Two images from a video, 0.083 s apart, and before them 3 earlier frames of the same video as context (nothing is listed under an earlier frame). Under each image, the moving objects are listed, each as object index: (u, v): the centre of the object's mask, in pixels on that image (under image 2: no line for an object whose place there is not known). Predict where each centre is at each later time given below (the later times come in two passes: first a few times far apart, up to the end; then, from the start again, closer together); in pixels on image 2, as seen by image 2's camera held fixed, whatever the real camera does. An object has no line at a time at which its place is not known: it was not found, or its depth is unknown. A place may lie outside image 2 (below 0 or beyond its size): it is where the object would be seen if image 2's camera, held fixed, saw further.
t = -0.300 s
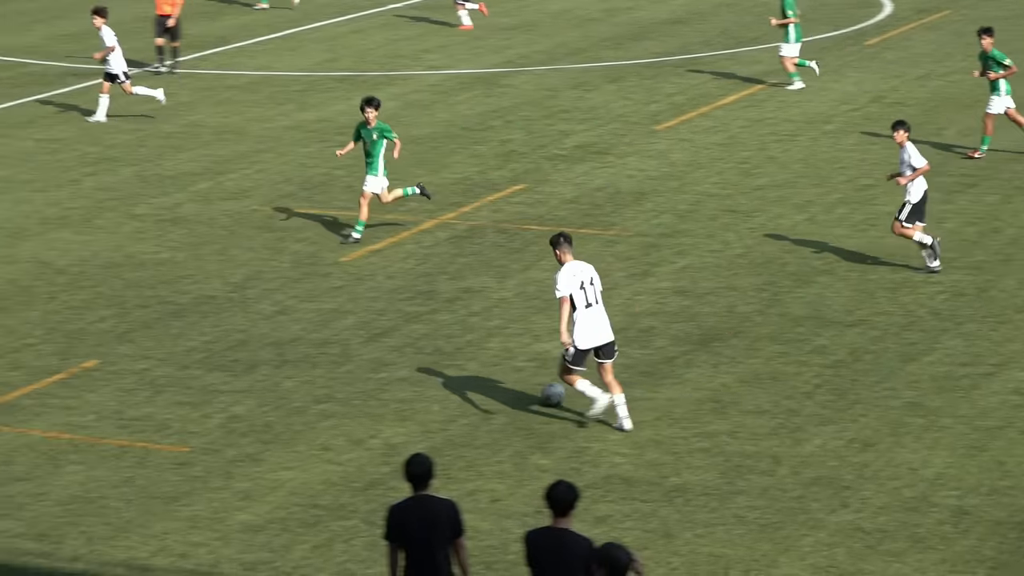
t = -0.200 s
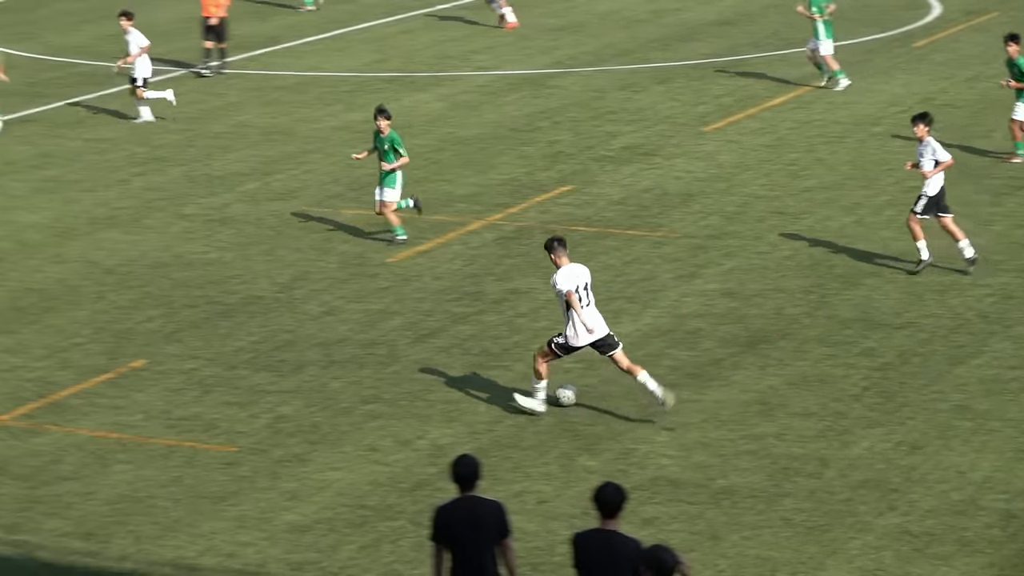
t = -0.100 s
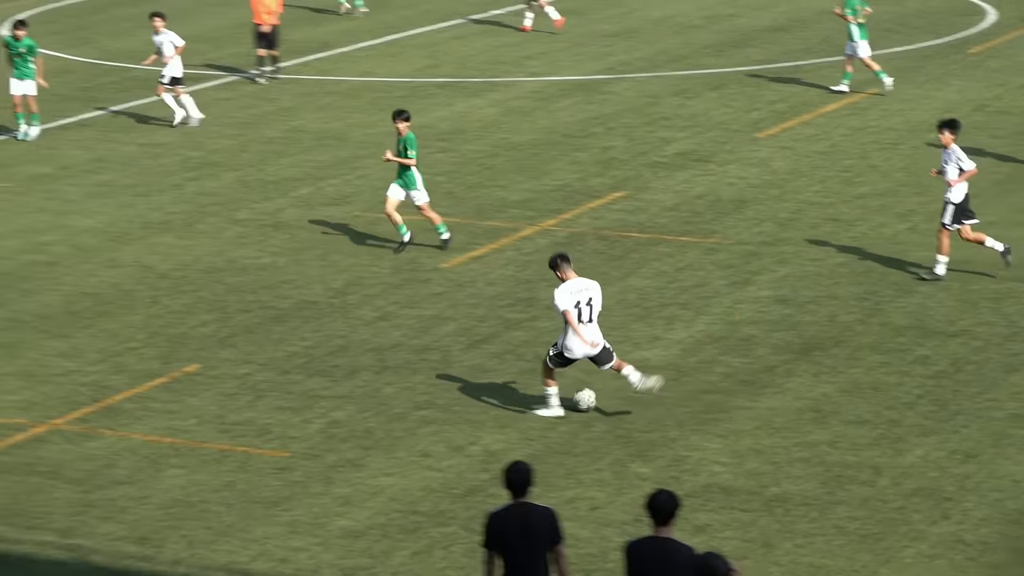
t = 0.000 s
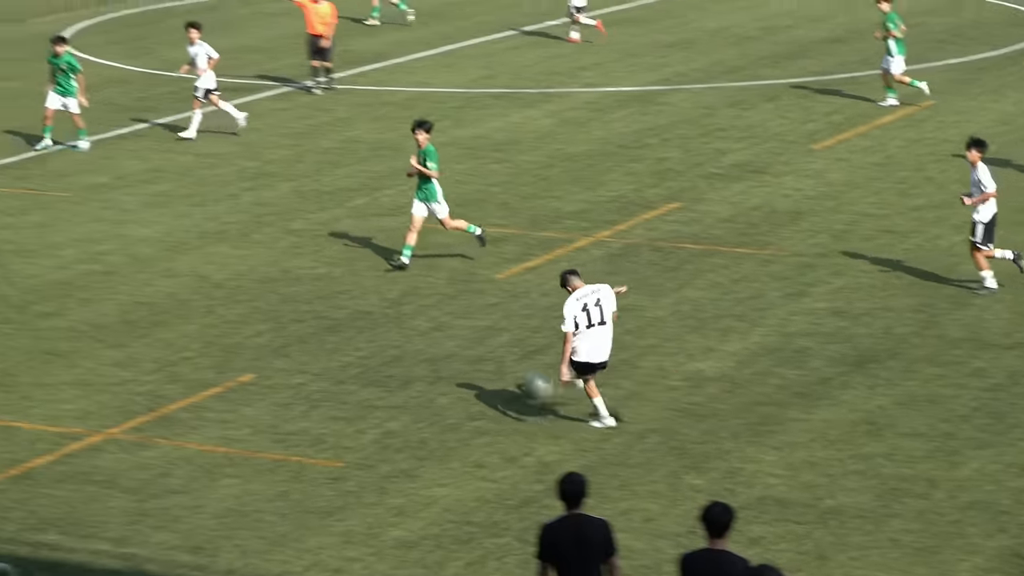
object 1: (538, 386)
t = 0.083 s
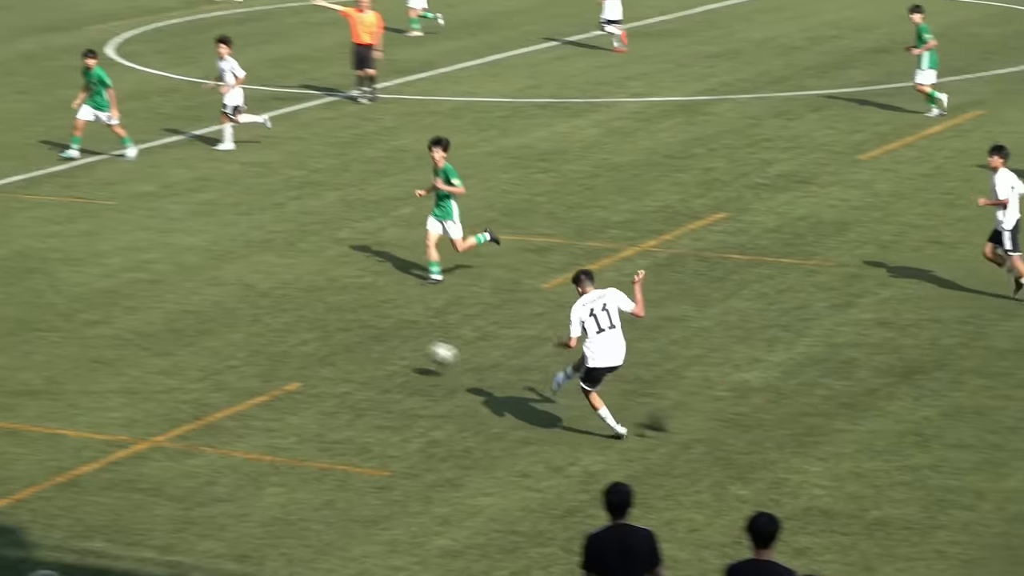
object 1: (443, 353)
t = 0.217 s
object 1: (250, 320)
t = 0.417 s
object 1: (27, 260)
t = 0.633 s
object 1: (-147, 217)
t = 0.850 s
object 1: (-281, 197)
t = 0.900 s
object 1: (-309, 185)
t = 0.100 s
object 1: (417, 348)
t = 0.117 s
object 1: (391, 342)
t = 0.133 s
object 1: (367, 337)
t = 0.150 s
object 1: (343, 332)
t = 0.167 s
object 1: (320, 329)
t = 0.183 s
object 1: (297, 325)
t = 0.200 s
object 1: (273, 322)
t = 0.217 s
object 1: (250, 320)
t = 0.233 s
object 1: (229, 317)
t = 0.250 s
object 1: (208, 309)
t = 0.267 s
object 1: (189, 303)
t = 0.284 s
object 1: (170, 295)
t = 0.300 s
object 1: (151, 289)
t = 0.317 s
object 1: (133, 283)
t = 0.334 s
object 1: (114, 278)
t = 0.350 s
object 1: (96, 273)
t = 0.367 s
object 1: (78, 269)
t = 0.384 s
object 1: (61, 265)
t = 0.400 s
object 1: (44, 262)
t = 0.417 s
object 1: (27, 260)
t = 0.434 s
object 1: (10, 257)
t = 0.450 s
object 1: (-6, 256)
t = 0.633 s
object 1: (-147, 217)
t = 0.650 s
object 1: (-158, 213)
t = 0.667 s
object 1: (-169, 210)
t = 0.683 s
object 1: (-180, 208)
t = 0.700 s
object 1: (-191, 205)
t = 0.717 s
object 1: (-201, 203)
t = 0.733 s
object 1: (-212, 201)
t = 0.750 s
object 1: (-222, 200)
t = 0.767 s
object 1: (-232, 199)
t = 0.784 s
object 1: (-242, 199)
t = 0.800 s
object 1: (-252, 198)
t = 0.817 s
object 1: (-262, 199)
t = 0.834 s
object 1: (-272, 199)
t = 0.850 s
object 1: (-281, 197)
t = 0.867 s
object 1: (-291, 193)
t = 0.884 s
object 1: (-300, 188)
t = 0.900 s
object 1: (-309, 185)
